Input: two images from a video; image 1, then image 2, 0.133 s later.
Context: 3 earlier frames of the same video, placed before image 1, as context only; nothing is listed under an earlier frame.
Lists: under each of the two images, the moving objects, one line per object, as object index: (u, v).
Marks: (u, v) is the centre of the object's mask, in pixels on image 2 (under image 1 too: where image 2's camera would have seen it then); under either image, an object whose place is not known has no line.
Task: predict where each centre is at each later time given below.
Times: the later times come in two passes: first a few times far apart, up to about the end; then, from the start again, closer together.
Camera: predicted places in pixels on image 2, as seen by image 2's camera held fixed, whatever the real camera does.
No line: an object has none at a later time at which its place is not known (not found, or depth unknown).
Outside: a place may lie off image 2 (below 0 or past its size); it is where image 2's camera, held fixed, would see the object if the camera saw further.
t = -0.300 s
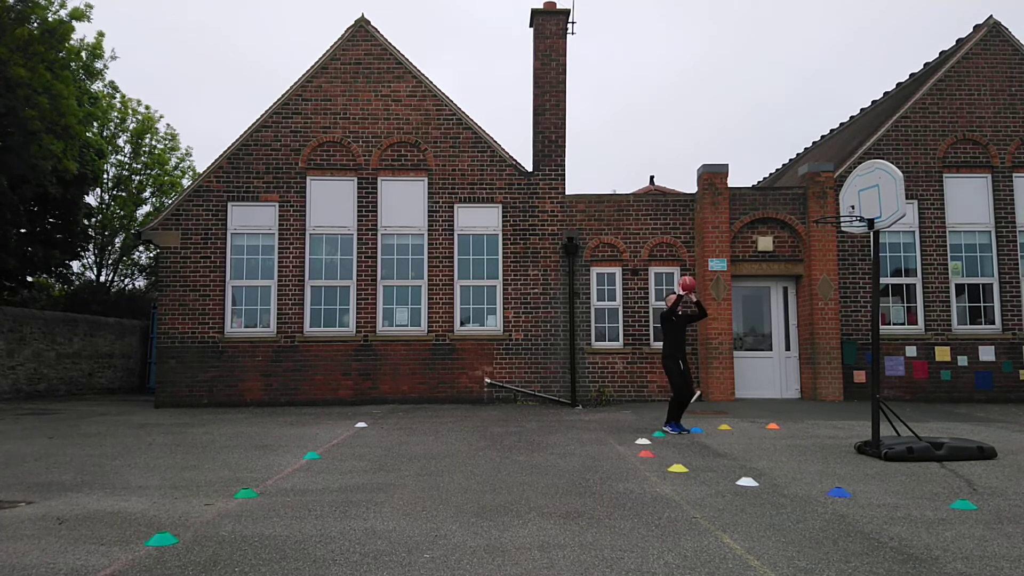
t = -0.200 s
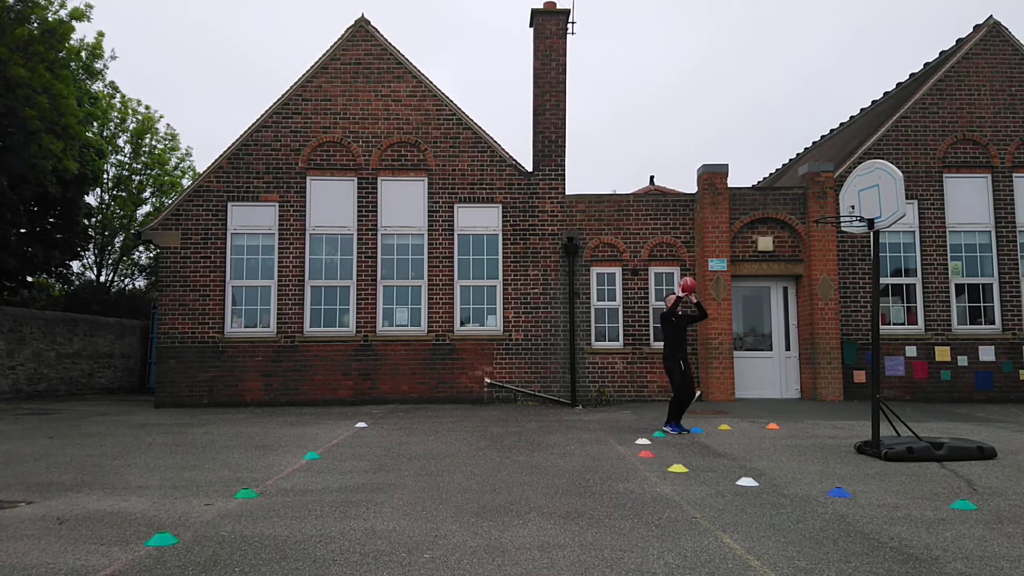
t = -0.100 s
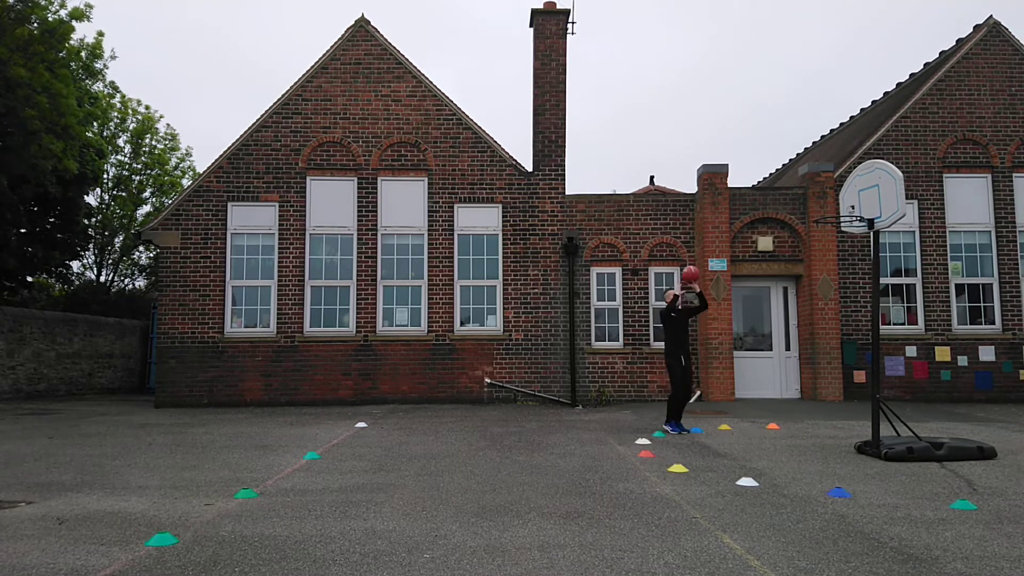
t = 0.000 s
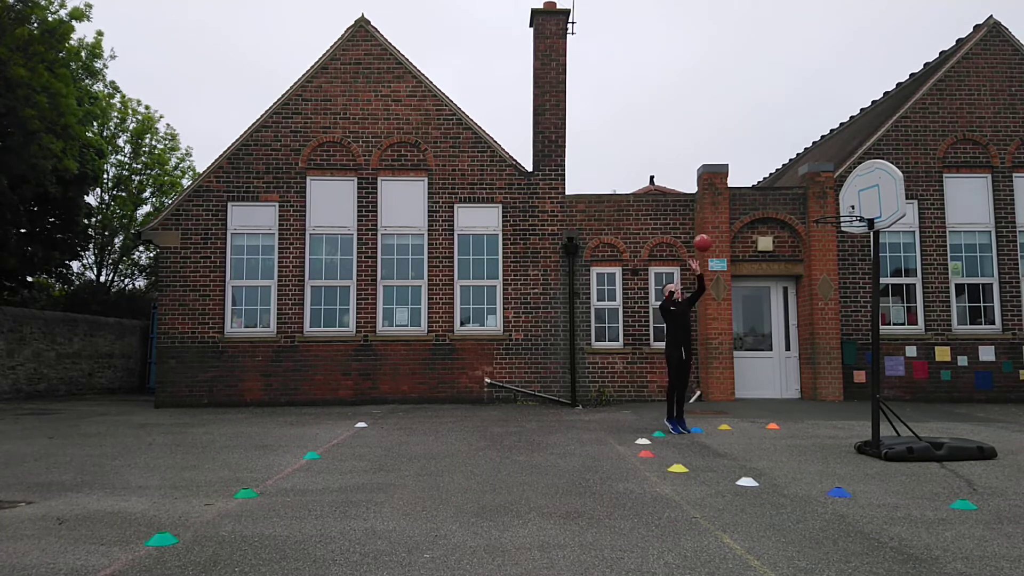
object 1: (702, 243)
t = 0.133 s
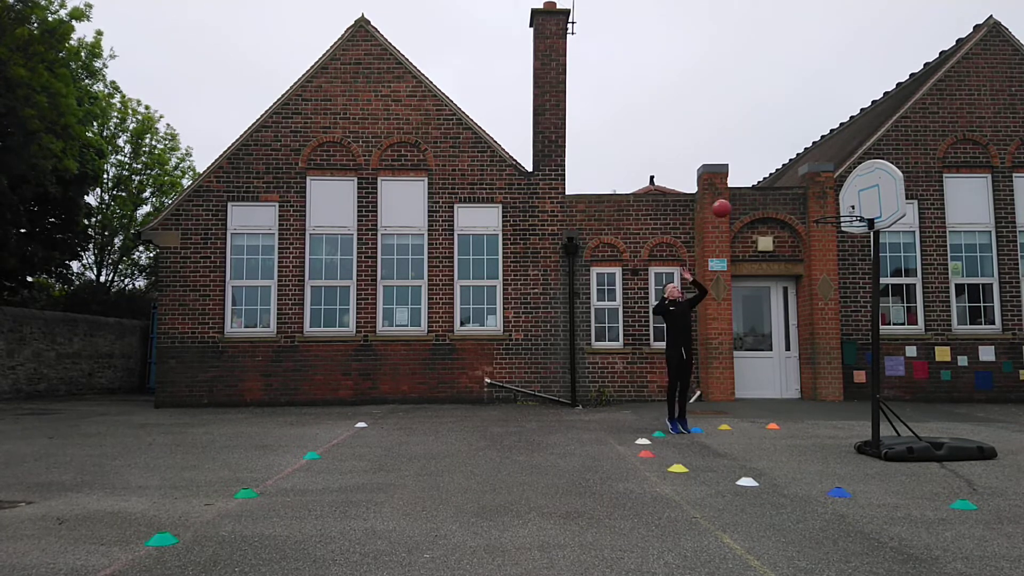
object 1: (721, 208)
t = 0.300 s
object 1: (747, 183)
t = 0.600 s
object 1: (799, 195)
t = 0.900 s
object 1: (819, 191)
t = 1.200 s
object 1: (826, 200)
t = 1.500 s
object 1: (835, 239)
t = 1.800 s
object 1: (848, 375)
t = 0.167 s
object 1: (726, 202)
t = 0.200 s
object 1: (732, 196)
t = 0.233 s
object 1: (737, 191)
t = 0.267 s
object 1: (742, 187)
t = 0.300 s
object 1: (747, 183)
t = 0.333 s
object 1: (753, 181)
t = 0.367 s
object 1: (758, 179)
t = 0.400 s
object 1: (763, 179)
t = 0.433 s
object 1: (769, 179)
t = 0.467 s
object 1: (775, 180)
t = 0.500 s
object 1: (781, 182)
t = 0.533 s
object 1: (787, 186)
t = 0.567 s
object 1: (793, 190)
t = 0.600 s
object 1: (799, 195)
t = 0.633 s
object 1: (805, 202)
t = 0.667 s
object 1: (812, 210)
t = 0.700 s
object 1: (814, 210)
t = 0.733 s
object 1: (815, 204)
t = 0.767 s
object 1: (815, 200)
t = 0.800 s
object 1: (816, 196)
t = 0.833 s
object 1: (817, 193)
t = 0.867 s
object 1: (818, 192)
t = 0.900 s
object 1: (819, 191)
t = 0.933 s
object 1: (820, 191)
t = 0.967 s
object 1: (820, 193)
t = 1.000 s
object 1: (821, 195)
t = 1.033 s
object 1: (822, 198)
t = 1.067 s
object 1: (823, 203)
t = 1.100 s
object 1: (824, 207)
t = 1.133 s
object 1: (824, 204)
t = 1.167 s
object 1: (825, 202)
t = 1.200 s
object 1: (826, 200)
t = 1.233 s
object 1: (827, 200)
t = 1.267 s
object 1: (828, 201)
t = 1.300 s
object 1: (829, 203)
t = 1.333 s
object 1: (830, 206)
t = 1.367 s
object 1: (831, 210)
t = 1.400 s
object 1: (832, 216)
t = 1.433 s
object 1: (832, 222)
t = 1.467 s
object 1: (834, 230)
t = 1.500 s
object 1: (835, 239)
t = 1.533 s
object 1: (836, 249)
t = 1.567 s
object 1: (838, 260)
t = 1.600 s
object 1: (839, 272)
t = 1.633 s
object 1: (840, 287)
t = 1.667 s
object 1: (841, 301)
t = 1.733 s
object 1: (845, 336)
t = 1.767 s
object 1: (847, 355)
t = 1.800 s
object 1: (848, 375)
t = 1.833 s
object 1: (849, 397)
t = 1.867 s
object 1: (851, 420)
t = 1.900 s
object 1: (852, 445)
